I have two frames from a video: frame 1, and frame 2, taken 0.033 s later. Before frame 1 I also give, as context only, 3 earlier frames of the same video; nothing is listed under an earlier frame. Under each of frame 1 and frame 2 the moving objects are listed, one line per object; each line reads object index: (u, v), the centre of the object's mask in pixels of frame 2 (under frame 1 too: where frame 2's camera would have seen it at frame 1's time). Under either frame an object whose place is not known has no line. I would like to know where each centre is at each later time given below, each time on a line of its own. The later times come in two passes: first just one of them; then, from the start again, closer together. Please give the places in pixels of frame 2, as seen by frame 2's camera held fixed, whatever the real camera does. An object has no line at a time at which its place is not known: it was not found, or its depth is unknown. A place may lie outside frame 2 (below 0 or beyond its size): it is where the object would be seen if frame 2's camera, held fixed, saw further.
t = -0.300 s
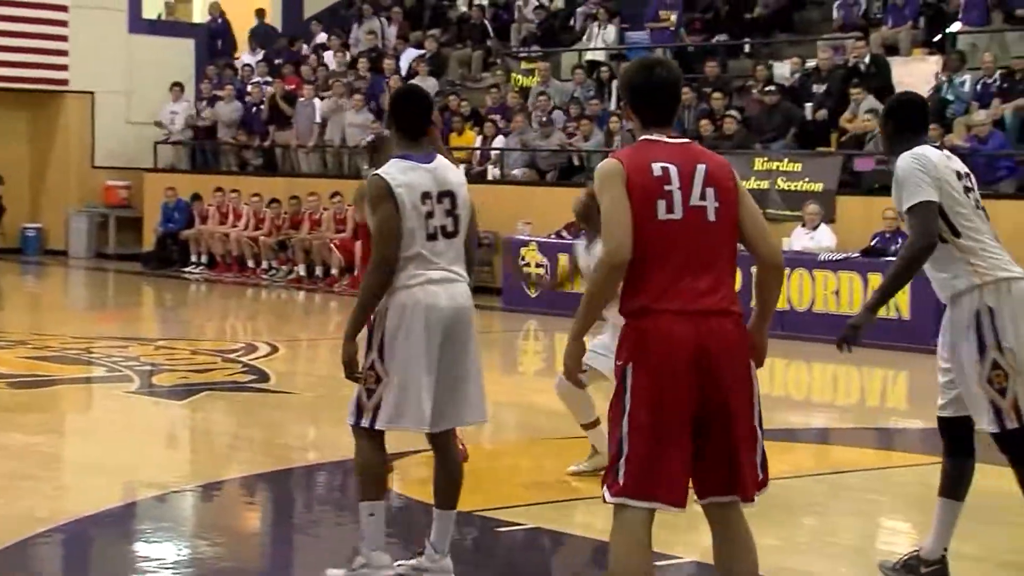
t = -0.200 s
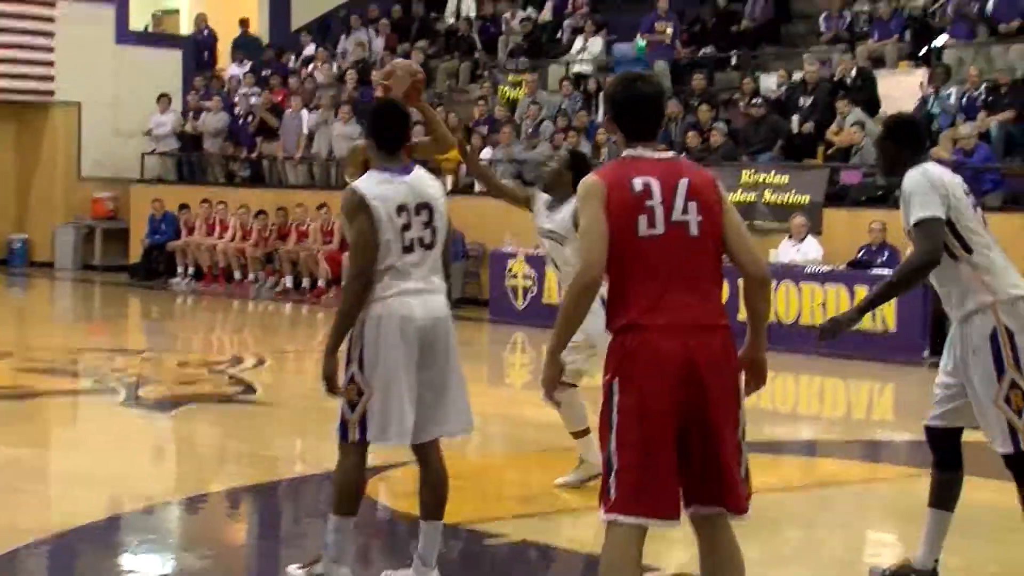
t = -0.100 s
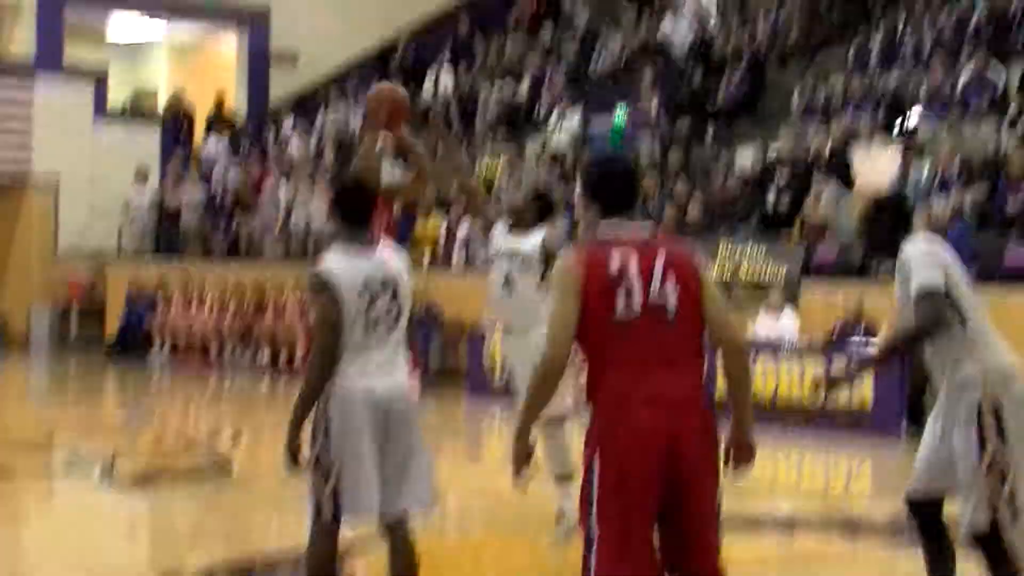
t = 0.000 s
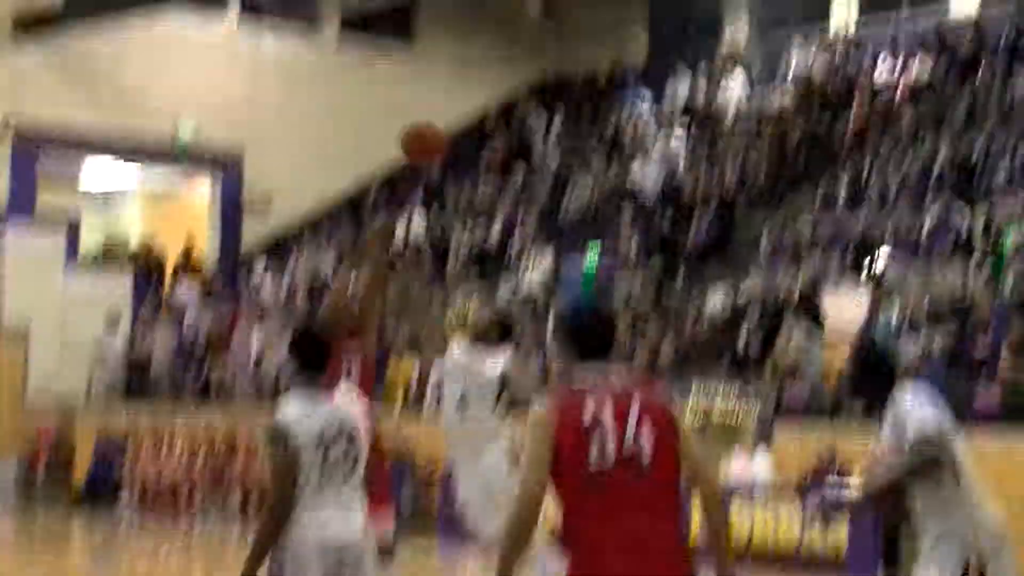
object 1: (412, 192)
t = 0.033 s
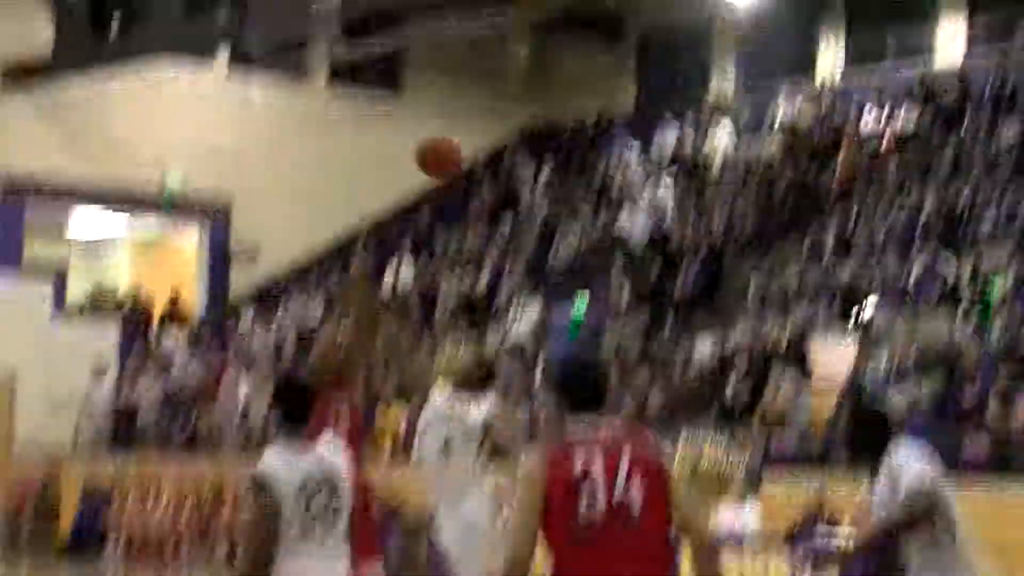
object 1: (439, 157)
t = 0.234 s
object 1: (606, -23)
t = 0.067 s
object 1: (466, 121)
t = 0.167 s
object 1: (549, 32)
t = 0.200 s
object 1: (578, 3)
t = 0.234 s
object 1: (606, -23)
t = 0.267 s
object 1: (635, -44)
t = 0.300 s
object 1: (665, -68)
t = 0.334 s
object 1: (695, -90)
